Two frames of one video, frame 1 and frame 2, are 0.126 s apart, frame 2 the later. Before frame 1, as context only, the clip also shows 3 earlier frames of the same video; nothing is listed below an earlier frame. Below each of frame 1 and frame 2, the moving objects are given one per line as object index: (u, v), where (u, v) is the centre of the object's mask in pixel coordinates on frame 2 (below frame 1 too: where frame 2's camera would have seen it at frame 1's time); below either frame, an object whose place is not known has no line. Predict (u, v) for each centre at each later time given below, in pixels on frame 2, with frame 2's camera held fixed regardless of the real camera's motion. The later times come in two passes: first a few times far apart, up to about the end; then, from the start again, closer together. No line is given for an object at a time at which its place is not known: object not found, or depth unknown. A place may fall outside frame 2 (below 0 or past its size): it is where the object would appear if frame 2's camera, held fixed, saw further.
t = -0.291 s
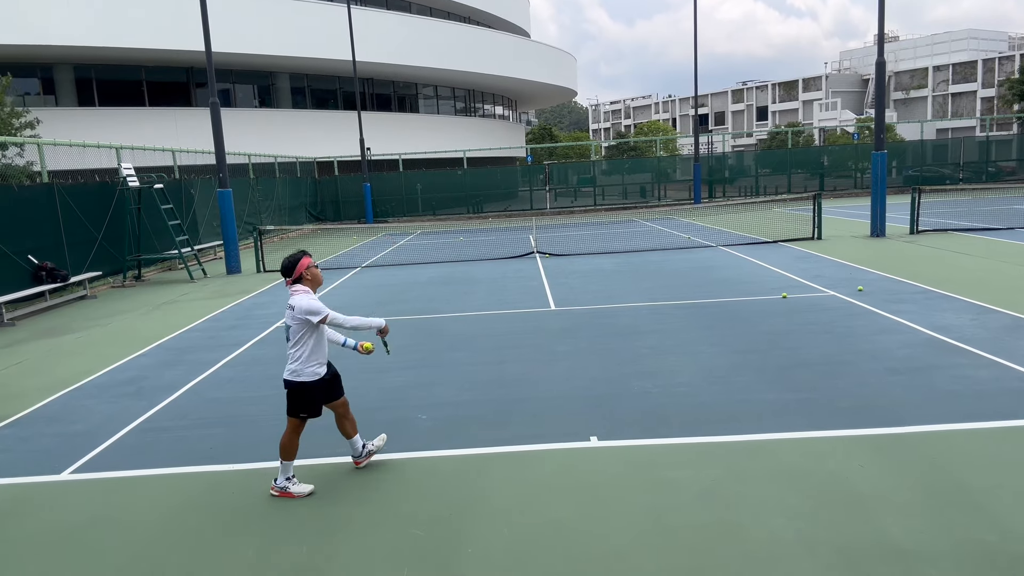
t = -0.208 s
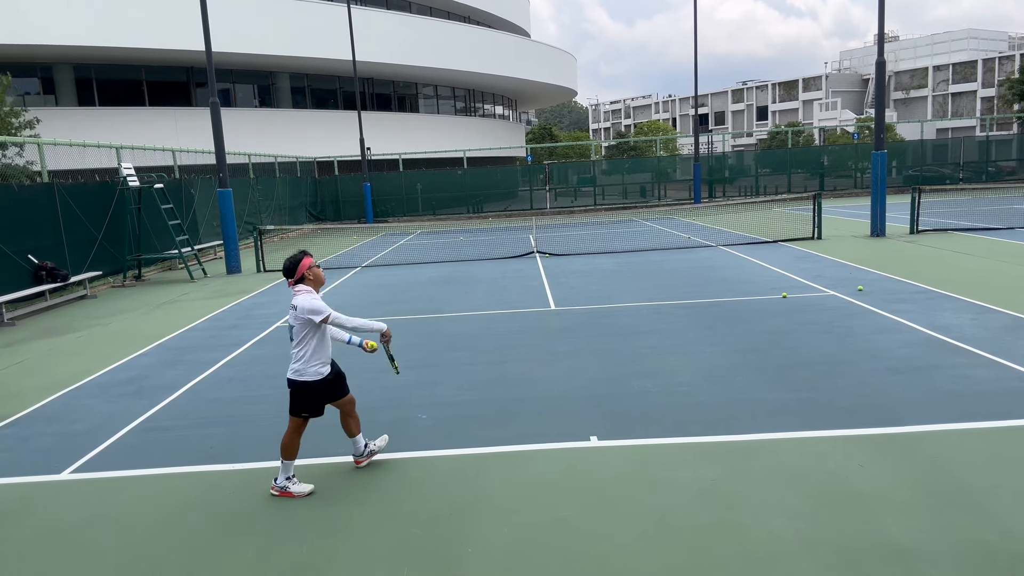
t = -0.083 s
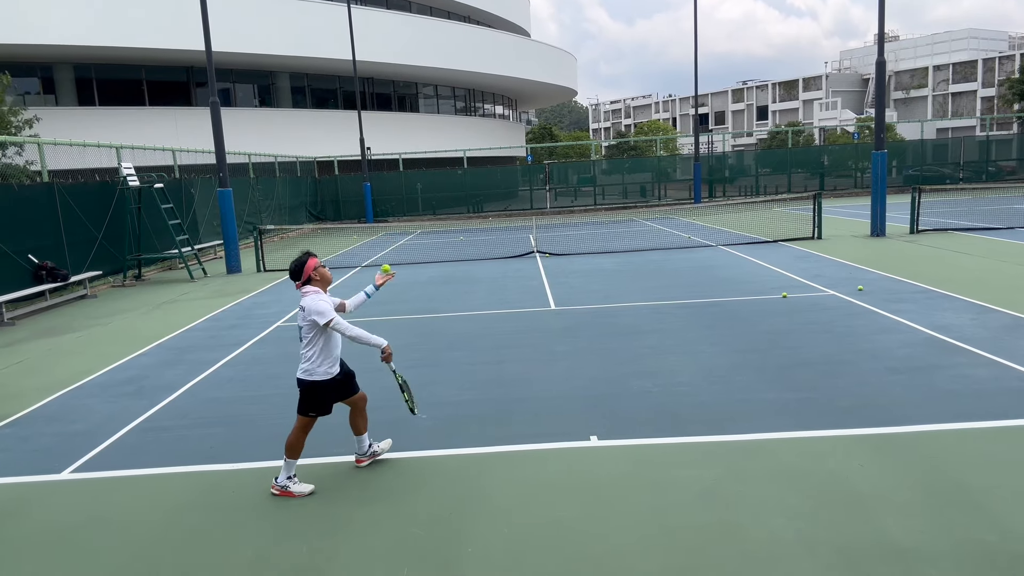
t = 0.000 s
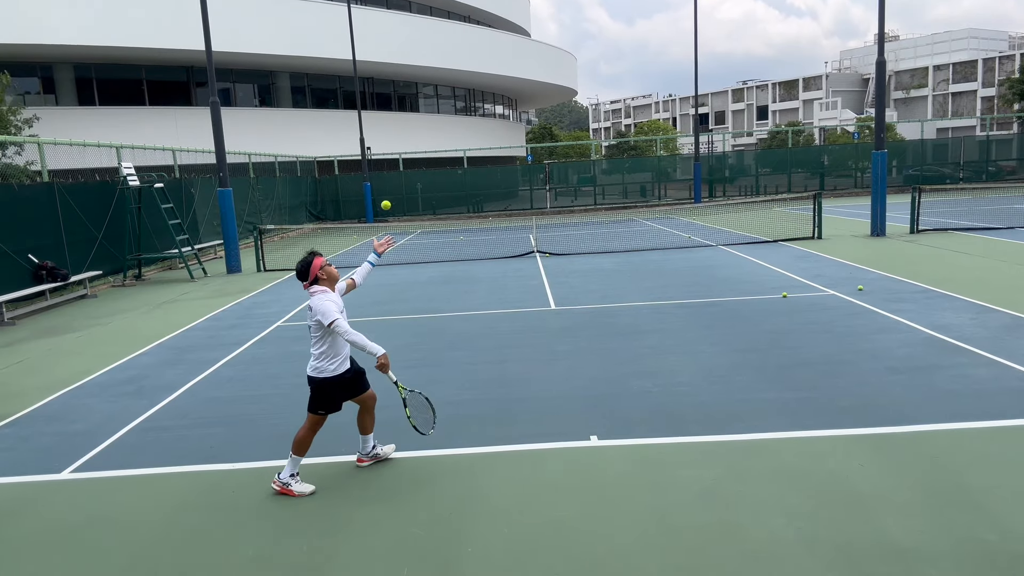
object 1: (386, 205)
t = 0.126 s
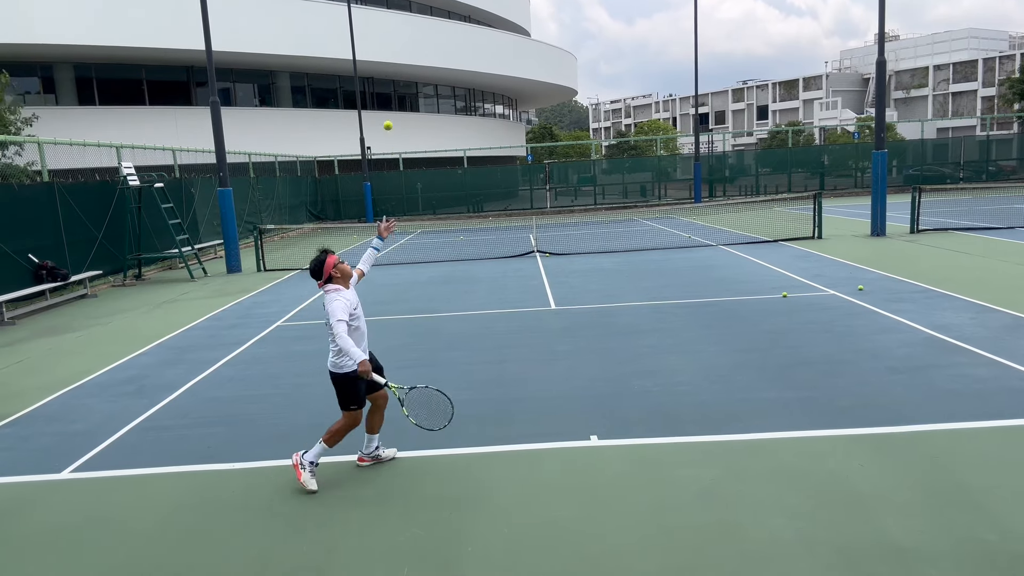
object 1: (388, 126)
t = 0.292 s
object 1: (393, 52)
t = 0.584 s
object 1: (409, 17)
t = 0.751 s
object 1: (422, 52)
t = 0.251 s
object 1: (391, 66)
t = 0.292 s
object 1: (393, 52)
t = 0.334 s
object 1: (394, 39)
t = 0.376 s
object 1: (396, 29)
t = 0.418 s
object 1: (398, 22)
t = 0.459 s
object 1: (401, 17)
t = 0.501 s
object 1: (403, 14)
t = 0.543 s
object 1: (406, 14)
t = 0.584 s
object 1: (409, 17)
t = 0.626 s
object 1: (412, 22)
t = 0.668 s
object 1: (415, 30)
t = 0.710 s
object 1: (418, 40)
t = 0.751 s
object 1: (422, 52)
